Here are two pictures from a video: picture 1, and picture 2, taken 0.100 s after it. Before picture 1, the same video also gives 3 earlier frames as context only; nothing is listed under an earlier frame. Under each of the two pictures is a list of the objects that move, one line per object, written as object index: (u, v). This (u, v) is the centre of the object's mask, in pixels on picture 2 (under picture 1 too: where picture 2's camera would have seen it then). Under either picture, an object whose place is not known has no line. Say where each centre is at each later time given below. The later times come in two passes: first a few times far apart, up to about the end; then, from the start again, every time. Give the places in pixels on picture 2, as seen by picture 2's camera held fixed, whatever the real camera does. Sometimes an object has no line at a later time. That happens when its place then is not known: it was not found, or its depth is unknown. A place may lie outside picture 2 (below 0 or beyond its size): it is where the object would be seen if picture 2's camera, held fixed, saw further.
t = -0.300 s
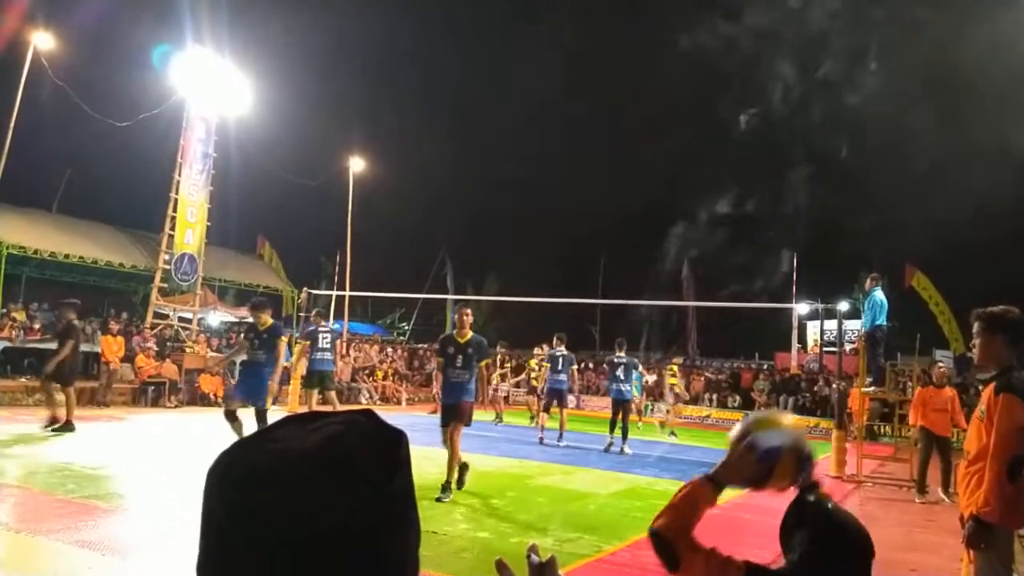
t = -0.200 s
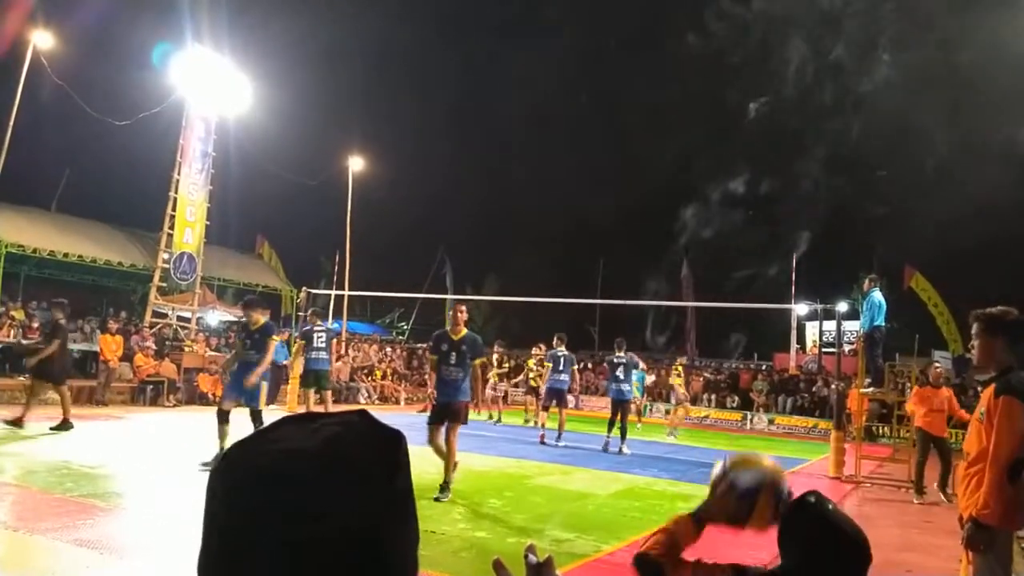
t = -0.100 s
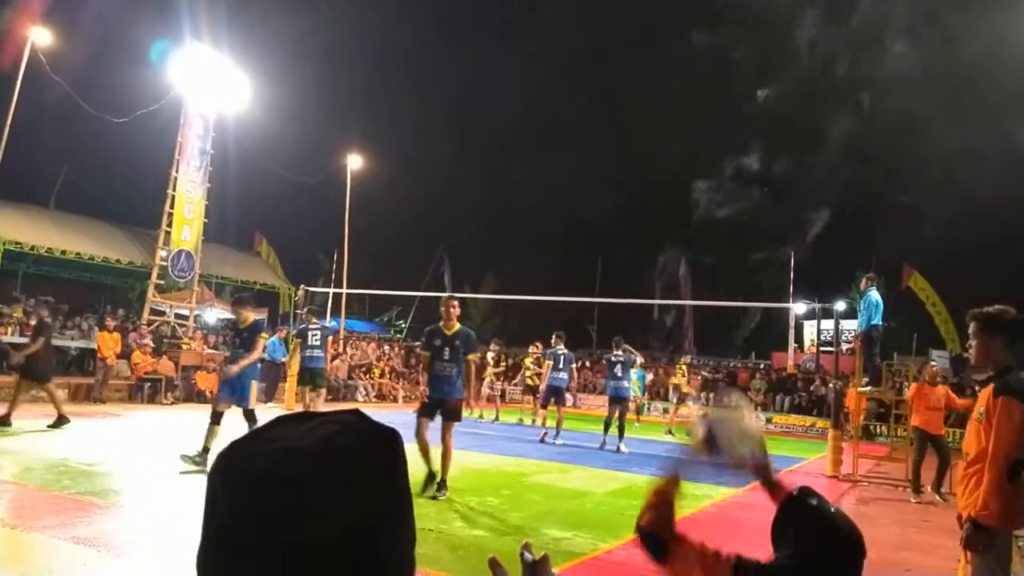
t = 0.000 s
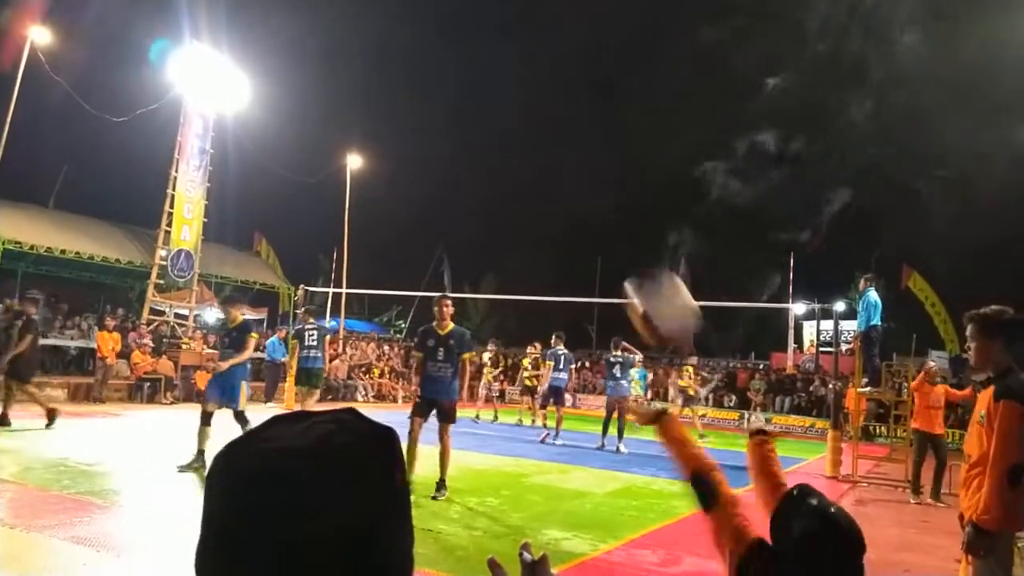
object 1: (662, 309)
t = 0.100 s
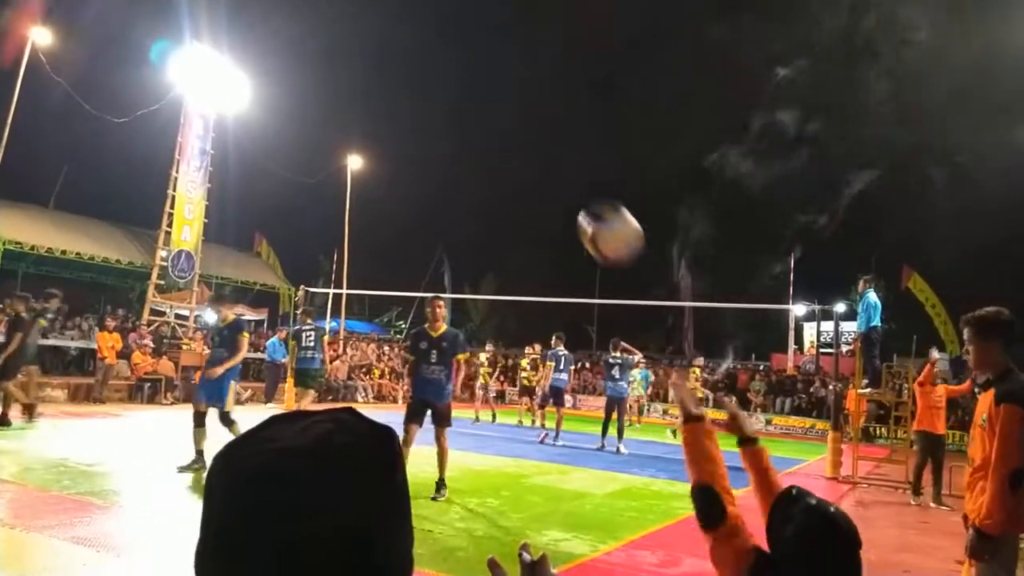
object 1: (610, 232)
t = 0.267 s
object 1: (545, 183)
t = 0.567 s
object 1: (464, 236)
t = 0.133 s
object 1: (595, 215)
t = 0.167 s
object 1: (581, 203)
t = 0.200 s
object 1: (569, 194)
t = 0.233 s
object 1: (557, 187)
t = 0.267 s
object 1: (545, 183)
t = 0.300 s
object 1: (535, 181)
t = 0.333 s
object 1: (525, 182)
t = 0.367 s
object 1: (515, 185)
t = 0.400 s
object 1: (506, 189)
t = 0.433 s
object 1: (497, 195)
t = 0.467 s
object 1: (488, 203)
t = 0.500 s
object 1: (480, 213)
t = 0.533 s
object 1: (472, 224)
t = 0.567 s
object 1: (464, 236)
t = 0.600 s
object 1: (457, 248)
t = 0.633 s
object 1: (450, 262)
